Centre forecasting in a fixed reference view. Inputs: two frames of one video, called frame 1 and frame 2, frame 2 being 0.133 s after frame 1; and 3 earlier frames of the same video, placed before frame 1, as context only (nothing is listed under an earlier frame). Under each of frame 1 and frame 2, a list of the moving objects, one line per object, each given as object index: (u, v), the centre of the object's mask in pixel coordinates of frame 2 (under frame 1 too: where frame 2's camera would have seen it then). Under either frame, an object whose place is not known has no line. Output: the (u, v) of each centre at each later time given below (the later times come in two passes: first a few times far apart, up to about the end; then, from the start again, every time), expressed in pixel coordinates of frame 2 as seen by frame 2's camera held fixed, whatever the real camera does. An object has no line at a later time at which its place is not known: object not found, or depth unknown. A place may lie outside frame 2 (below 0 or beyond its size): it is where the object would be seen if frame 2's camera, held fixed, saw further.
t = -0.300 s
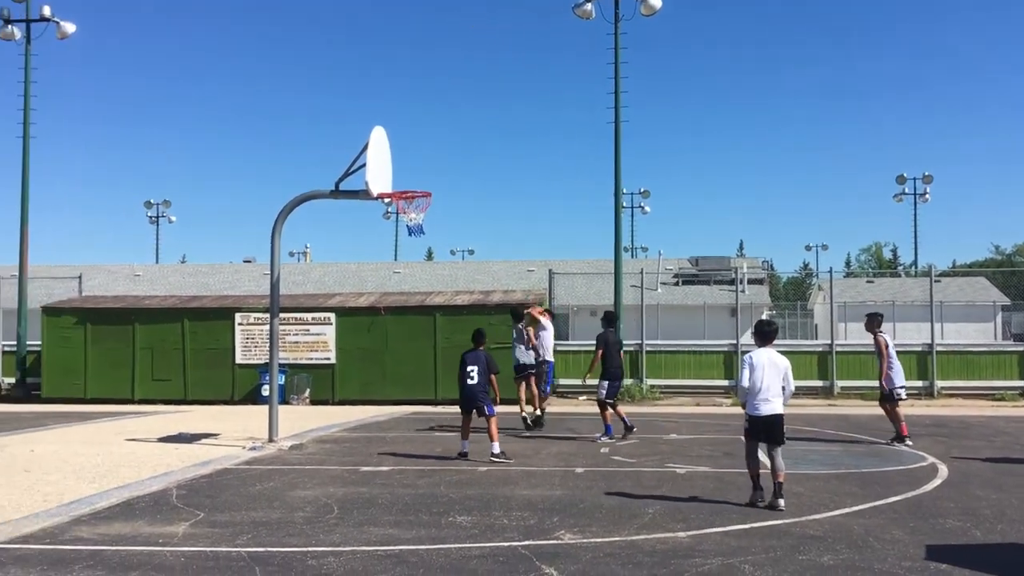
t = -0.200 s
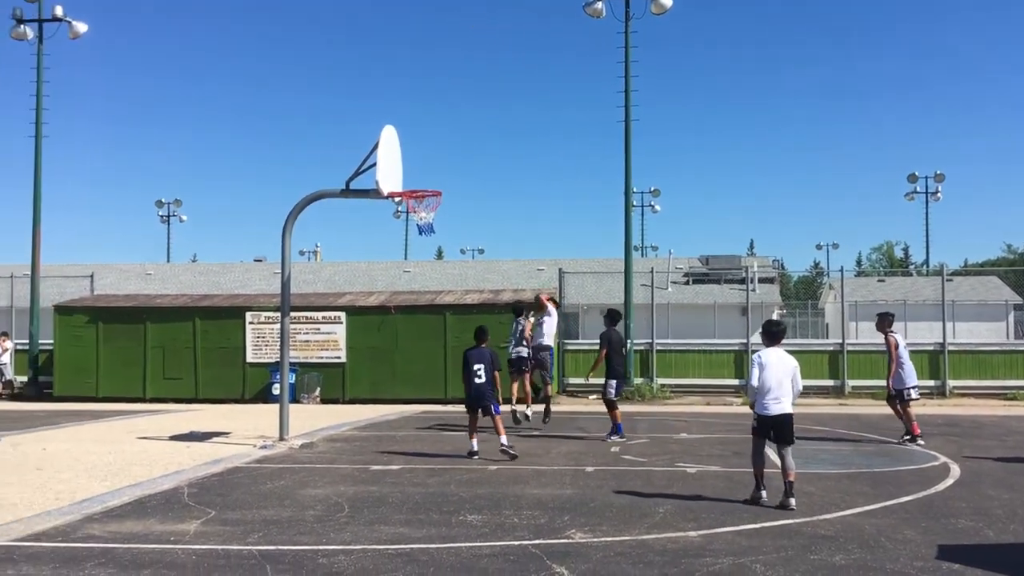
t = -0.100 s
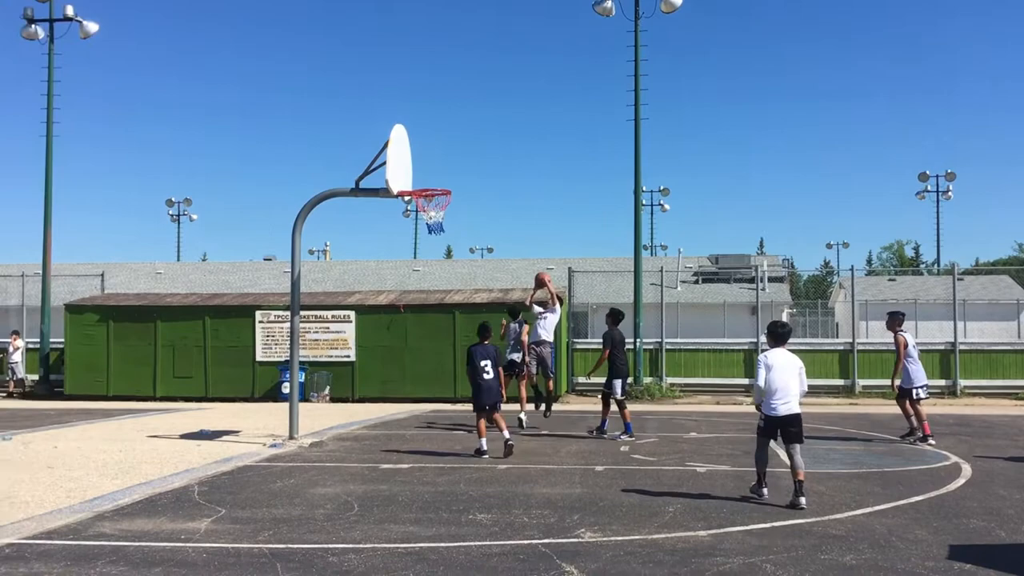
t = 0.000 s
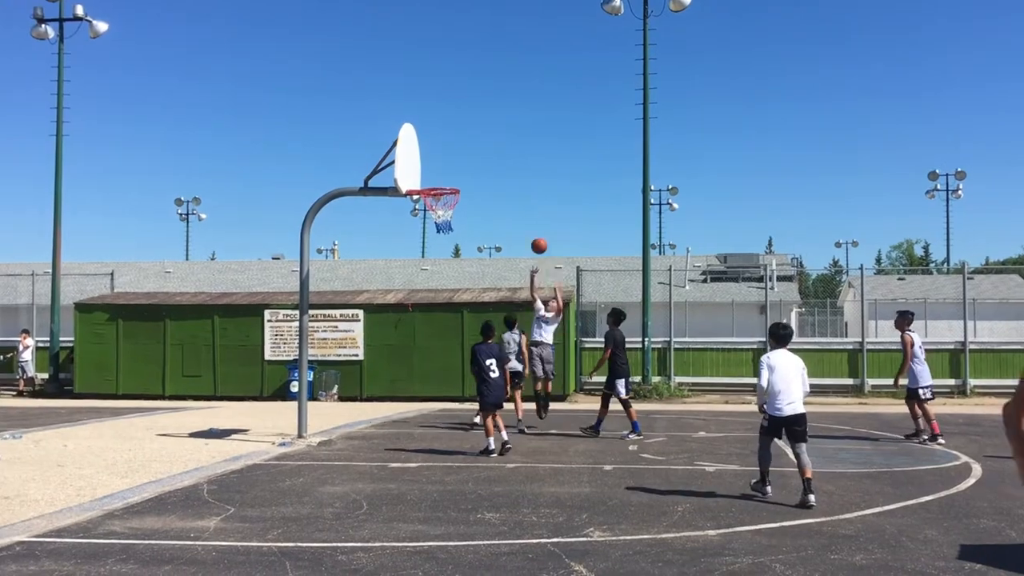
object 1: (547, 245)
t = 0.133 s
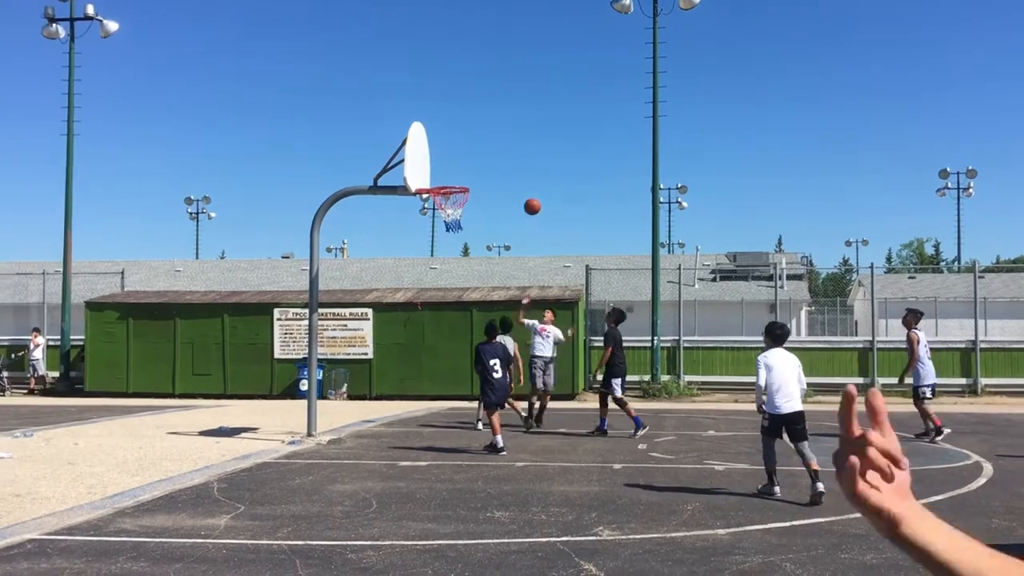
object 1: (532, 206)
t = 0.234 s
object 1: (520, 185)
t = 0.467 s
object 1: (492, 162)
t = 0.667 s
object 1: (466, 174)
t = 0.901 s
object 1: (425, 174)
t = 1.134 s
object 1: (454, 179)
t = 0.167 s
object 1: (528, 199)
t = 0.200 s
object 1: (524, 191)
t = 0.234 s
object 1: (520, 185)
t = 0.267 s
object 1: (516, 179)
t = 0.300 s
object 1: (512, 175)
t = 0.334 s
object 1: (508, 171)
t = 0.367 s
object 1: (504, 167)
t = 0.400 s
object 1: (500, 165)
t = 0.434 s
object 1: (496, 163)
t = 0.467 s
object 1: (492, 162)
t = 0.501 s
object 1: (487, 162)
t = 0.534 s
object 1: (483, 162)
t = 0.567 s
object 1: (479, 164)
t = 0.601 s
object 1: (474, 167)
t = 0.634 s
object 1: (470, 170)
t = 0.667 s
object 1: (466, 174)
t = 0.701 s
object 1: (461, 178)
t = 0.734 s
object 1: (455, 179)
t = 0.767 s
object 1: (448, 178)
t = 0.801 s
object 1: (441, 177)
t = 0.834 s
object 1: (434, 178)
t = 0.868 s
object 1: (429, 176)
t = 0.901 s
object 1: (425, 174)
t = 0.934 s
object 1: (429, 173)
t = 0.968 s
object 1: (434, 171)
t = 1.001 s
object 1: (437, 172)
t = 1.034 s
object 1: (441, 172)
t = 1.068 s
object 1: (445, 174)
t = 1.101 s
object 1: (449, 176)
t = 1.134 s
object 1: (454, 179)
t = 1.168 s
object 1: (458, 181)
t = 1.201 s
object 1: (455, 183)
